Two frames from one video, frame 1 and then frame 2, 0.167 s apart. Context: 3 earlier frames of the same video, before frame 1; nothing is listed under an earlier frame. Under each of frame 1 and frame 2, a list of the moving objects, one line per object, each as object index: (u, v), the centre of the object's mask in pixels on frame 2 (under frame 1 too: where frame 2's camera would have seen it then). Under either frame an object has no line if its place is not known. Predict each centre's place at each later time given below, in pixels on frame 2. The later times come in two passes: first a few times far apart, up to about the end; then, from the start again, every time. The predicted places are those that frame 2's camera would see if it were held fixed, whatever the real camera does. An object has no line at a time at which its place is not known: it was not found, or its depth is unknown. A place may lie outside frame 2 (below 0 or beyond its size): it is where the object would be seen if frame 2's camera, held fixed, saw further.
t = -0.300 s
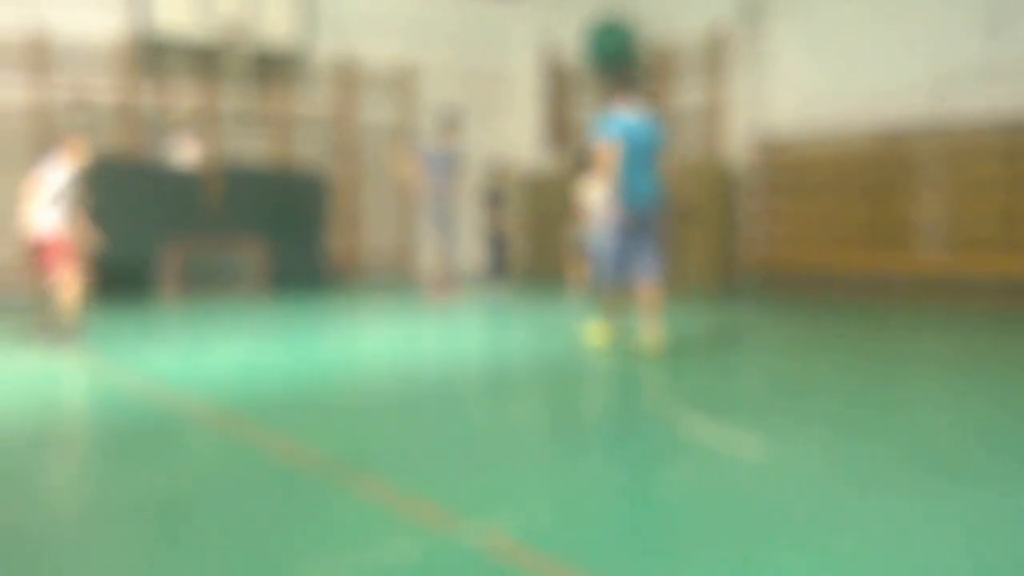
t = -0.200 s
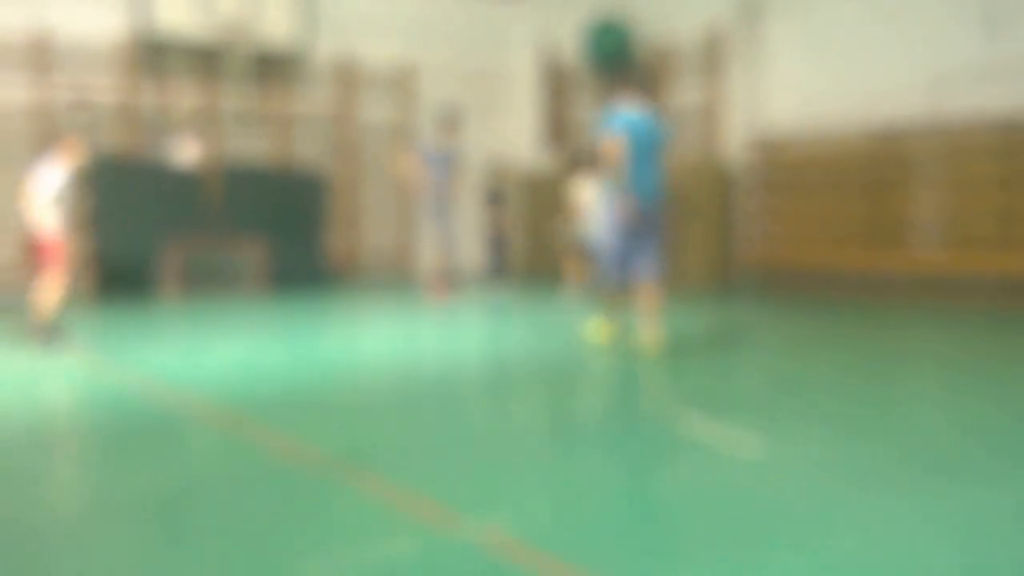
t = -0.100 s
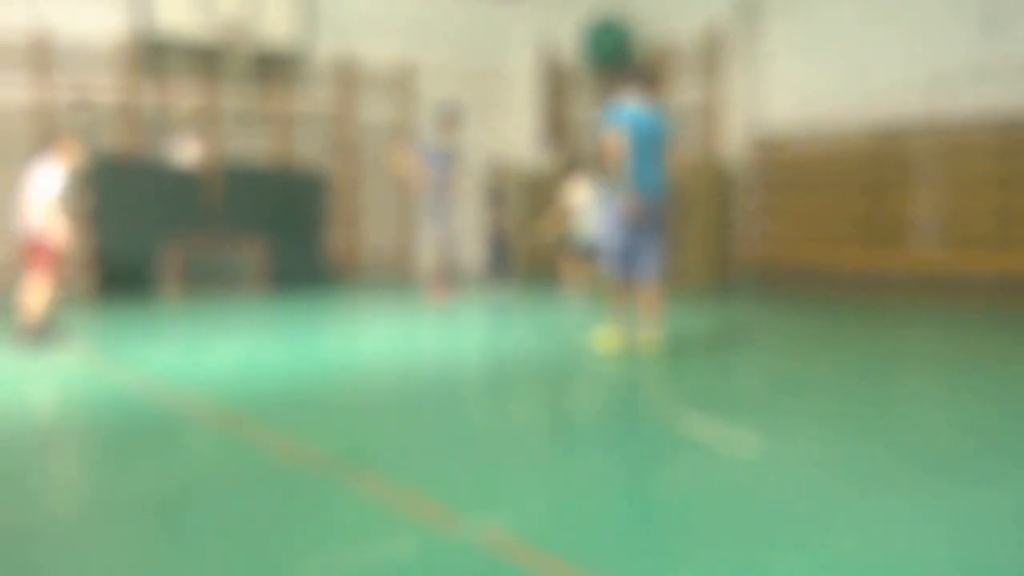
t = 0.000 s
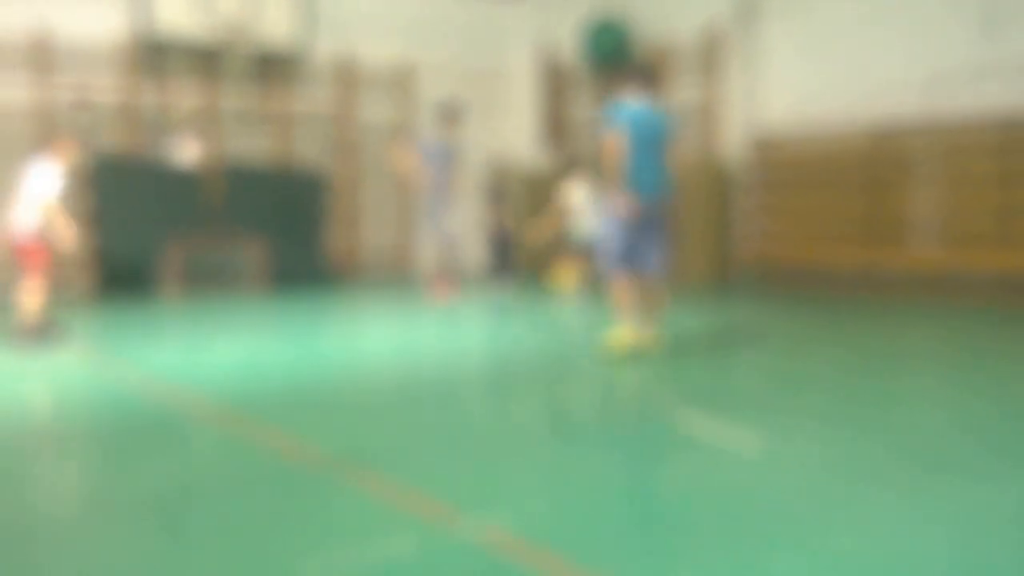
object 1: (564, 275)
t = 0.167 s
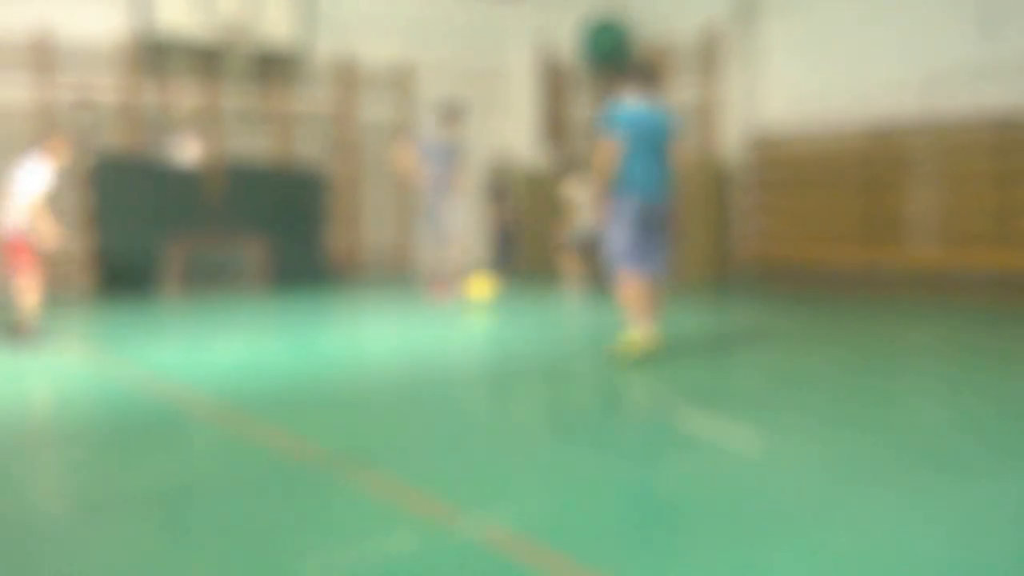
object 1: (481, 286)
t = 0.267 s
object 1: (428, 291)
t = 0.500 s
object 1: (299, 304)
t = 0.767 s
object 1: (121, 324)
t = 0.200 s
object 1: (462, 288)
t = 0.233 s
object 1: (445, 290)
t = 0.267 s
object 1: (428, 291)
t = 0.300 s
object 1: (408, 293)
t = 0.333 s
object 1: (390, 295)
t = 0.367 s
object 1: (372, 296)
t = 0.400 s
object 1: (354, 297)
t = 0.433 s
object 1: (337, 301)
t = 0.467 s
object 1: (317, 303)
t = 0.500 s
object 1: (299, 304)
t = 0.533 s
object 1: (280, 305)
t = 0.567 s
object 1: (260, 308)
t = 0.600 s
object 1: (239, 312)
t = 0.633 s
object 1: (218, 313)
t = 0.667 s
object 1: (194, 314)
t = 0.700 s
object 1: (170, 319)
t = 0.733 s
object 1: (146, 321)
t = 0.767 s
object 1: (121, 324)
